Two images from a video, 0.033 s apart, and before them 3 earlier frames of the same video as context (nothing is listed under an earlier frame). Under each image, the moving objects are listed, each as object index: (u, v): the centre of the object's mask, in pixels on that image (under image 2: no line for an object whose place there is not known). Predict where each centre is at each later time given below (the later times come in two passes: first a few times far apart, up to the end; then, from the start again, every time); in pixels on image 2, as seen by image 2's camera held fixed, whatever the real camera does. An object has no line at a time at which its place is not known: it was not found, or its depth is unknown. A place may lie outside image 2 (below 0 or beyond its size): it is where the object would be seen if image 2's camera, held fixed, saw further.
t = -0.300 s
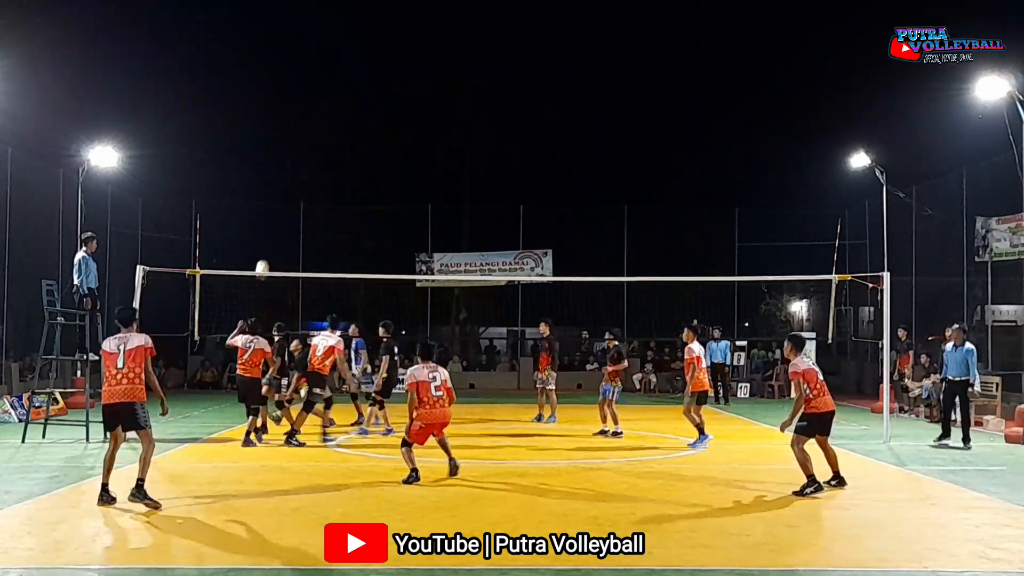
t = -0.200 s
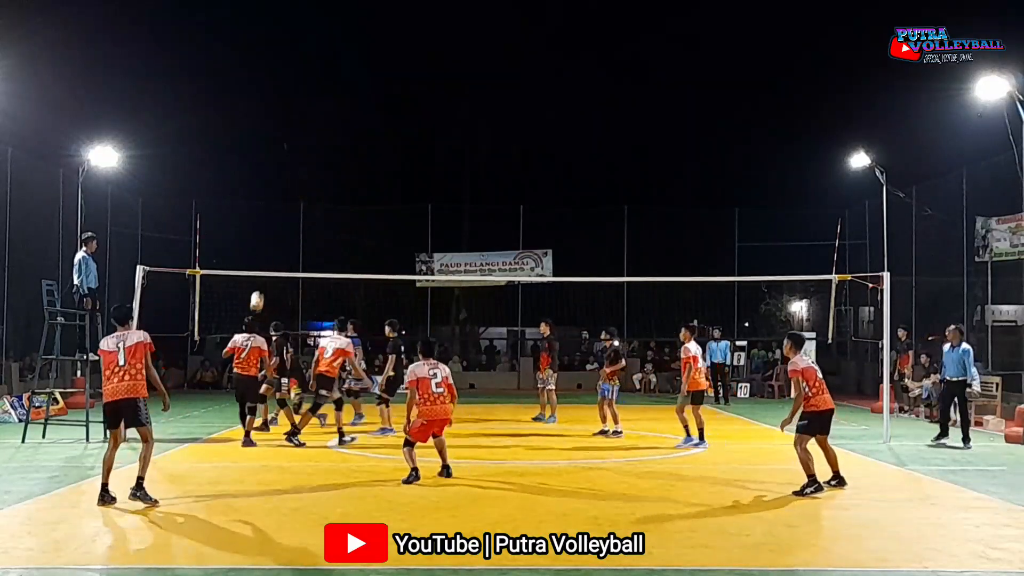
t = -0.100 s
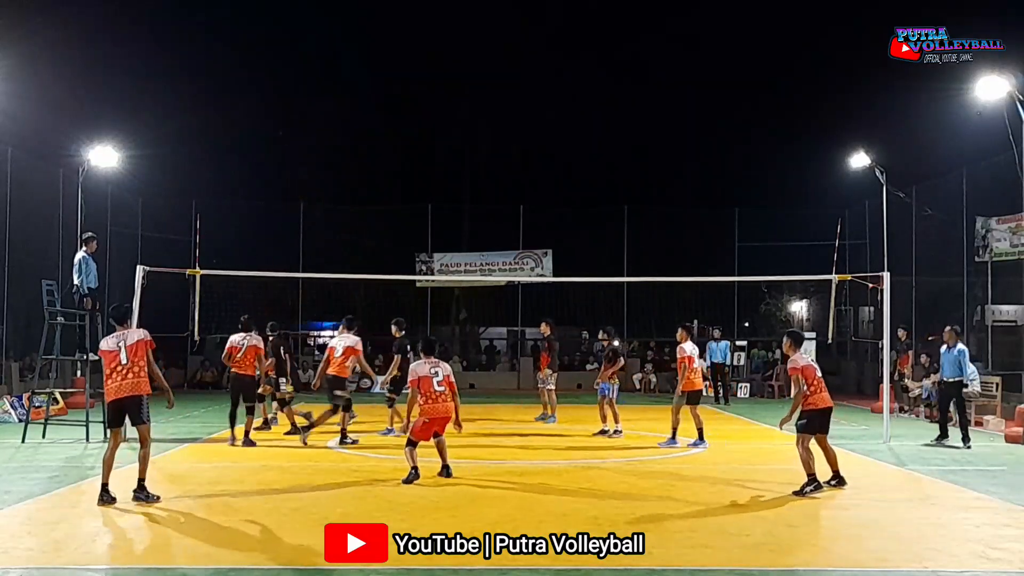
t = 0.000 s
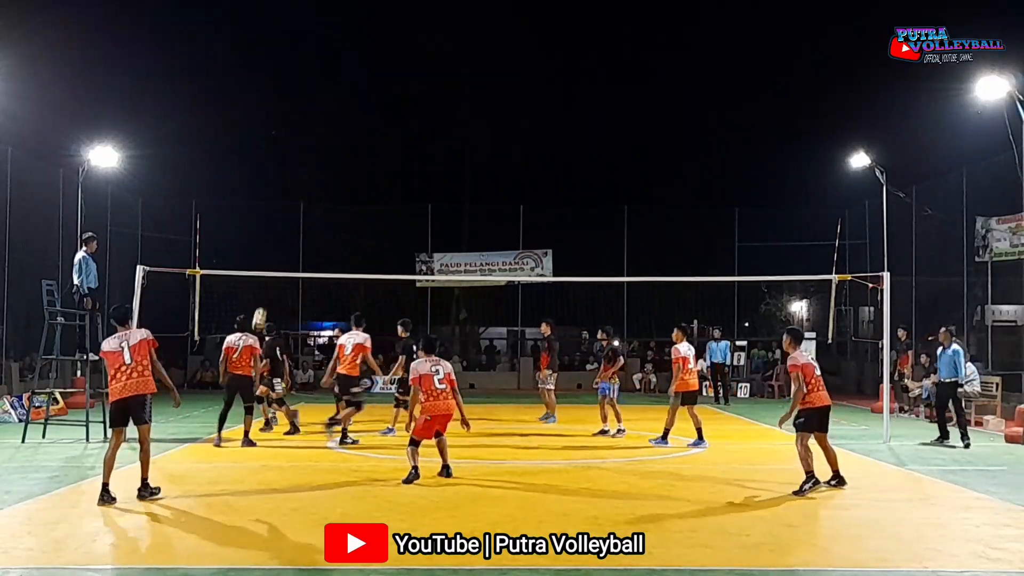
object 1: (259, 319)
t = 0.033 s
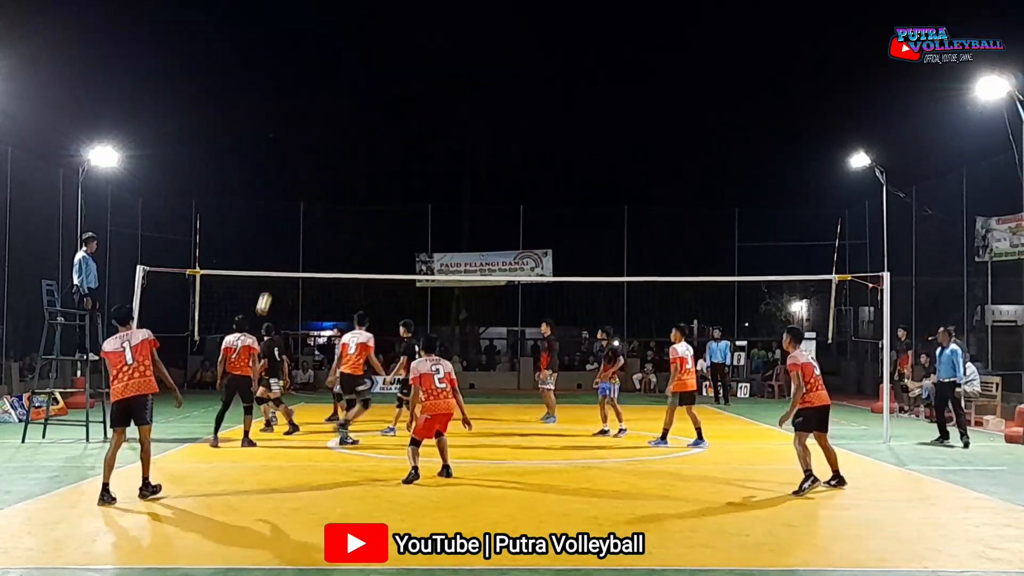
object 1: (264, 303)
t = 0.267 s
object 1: (295, 217)
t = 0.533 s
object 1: (330, 160)
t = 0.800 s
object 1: (363, 144)
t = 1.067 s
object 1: (394, 167)
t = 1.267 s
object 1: (416, 211)
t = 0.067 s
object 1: (269, 289)
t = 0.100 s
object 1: (273, 276)
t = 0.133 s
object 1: (278, 262)
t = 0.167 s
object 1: (282, 250)
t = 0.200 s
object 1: (286, 238)
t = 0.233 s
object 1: (291, 227)
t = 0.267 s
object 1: (295, 217)
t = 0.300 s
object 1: (300, 208)
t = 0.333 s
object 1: (304, 198)
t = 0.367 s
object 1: (309, 190)
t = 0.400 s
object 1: (312, 183)
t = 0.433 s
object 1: (318, 176)
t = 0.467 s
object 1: (322, 170)
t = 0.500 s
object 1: (326, 165)
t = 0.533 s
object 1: (330, 160)
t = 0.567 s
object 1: (335, 155)
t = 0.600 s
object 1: (339, 152)
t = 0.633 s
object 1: (343, 149)
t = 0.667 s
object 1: (347, 146)
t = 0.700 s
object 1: (351, 145)
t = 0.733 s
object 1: (355, 144)
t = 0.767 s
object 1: (359, 143)
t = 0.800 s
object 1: (363, 144)
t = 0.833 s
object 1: (367, 144)
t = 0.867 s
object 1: (371, 146)
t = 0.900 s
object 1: (375, 148)
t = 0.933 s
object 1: (379, 151)
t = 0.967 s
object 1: (383, 154)
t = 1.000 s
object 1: (387, 158)
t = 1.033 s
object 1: (391, 163)
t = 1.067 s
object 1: (394, 167)
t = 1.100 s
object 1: (398, 173)
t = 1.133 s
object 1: (402, 180)
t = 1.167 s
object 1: (406, 187)
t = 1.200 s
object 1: (410, 194)
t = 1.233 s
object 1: (413, 202)
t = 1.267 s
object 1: (416, 211)
